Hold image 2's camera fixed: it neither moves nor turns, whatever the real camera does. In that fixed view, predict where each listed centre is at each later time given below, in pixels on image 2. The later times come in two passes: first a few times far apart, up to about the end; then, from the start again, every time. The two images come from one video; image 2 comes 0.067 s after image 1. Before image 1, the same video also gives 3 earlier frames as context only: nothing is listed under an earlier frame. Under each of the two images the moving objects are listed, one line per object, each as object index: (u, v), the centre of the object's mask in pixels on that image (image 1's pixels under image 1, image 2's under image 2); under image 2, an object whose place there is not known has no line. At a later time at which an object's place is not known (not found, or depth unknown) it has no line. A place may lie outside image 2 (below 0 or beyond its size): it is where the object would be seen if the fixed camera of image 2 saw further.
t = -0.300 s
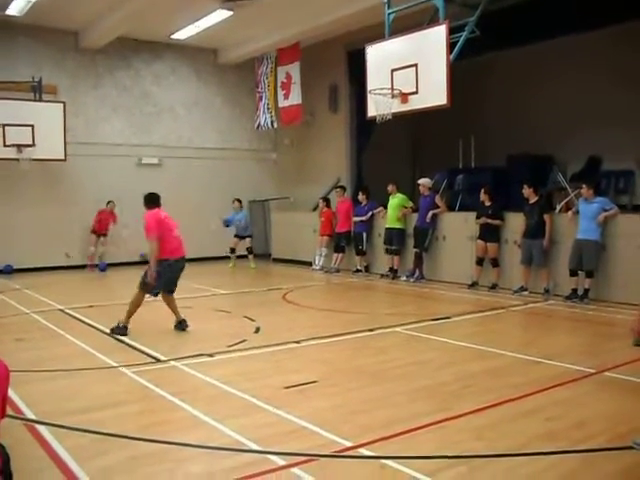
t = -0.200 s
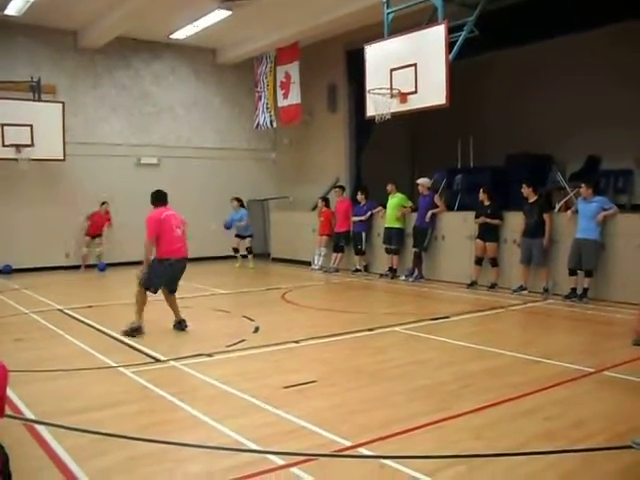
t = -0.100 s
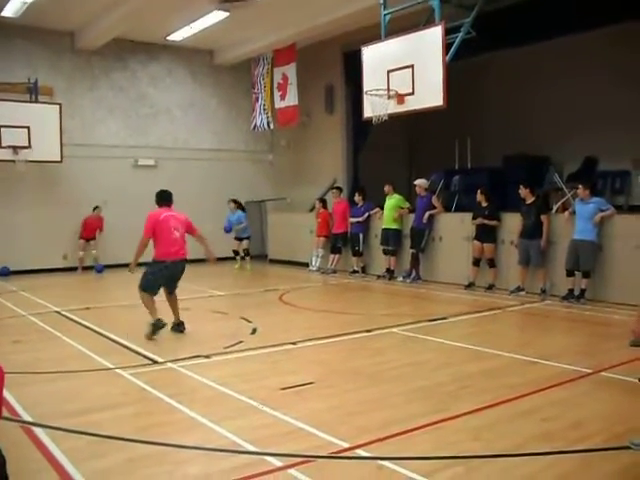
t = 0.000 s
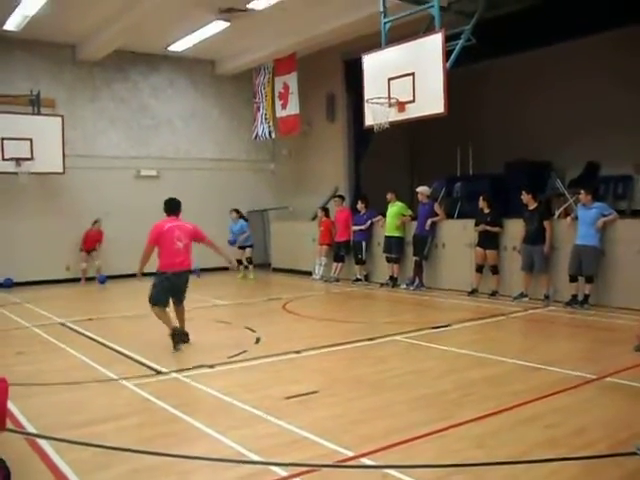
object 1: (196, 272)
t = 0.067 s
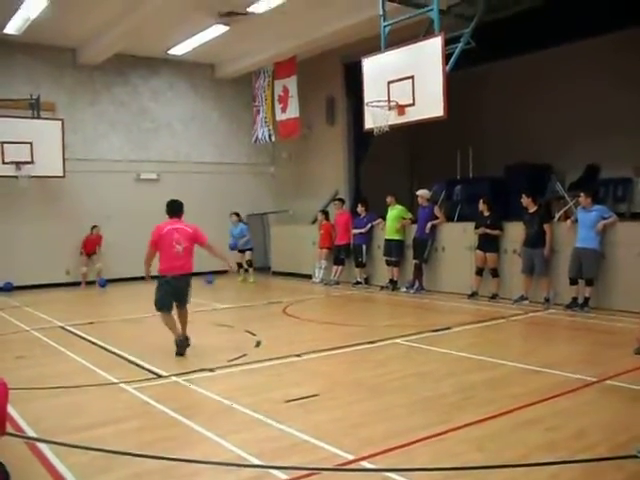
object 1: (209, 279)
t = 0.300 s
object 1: (254, 282)
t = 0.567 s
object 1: (316, 292)
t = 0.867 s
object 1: (399, 303)
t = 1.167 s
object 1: (500, 317)
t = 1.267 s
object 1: (537, 322)
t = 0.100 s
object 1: (215, 282)
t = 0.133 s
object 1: (221, 285)
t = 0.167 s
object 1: (226, 284)
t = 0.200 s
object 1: (233, 282)
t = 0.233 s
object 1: (240, 282)
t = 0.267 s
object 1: (247, 281)
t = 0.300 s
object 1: (254, 282)
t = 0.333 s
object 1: (262, 284)
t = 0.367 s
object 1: (269, 286)
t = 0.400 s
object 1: (276, 290)
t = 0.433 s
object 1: (284, 293)
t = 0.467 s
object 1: (292, 293)
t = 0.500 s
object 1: (300, 291)
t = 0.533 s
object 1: (307, 291)
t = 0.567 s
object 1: (316, 292)
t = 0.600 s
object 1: (325, 293)
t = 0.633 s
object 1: (333, 296)
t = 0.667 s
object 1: (342, 298)
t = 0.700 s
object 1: (352, 300)
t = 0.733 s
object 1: (360, 299)
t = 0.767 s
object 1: (369, 299)
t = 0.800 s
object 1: (379, 299)
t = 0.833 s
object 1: (389, 301)
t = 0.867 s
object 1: (399, 303)
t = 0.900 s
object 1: (410, 308)
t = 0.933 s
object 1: (419, 309)
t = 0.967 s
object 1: (430, 309)
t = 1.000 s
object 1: (441, 308)
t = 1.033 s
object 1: (454, 309)
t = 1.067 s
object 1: (465, 312)
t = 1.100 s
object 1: (476, 317)
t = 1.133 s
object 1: (487, 318)
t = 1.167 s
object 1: (500, 317)
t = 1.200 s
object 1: (511, 317)
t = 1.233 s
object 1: (525, 319)
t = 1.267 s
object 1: (537, 322)
